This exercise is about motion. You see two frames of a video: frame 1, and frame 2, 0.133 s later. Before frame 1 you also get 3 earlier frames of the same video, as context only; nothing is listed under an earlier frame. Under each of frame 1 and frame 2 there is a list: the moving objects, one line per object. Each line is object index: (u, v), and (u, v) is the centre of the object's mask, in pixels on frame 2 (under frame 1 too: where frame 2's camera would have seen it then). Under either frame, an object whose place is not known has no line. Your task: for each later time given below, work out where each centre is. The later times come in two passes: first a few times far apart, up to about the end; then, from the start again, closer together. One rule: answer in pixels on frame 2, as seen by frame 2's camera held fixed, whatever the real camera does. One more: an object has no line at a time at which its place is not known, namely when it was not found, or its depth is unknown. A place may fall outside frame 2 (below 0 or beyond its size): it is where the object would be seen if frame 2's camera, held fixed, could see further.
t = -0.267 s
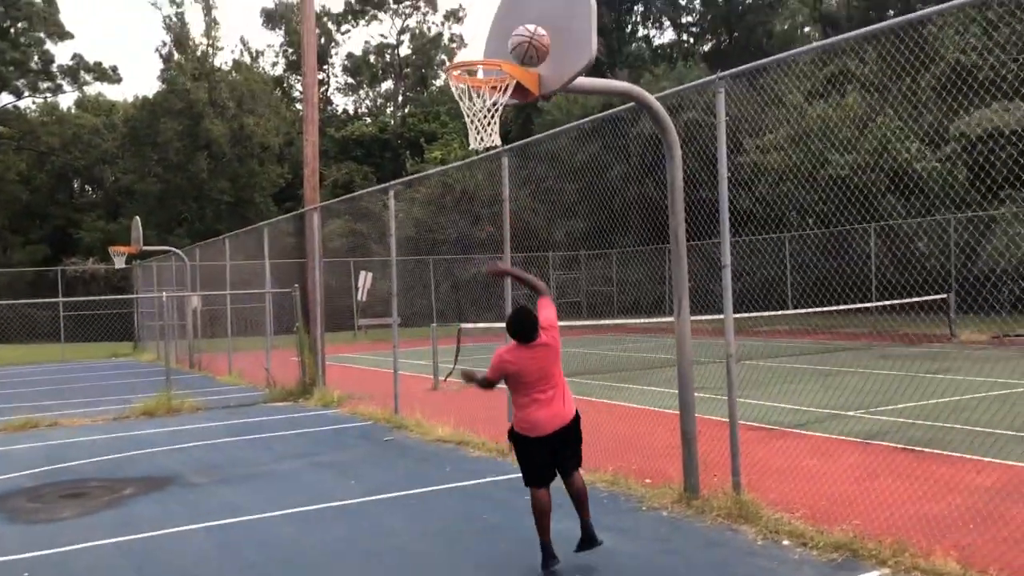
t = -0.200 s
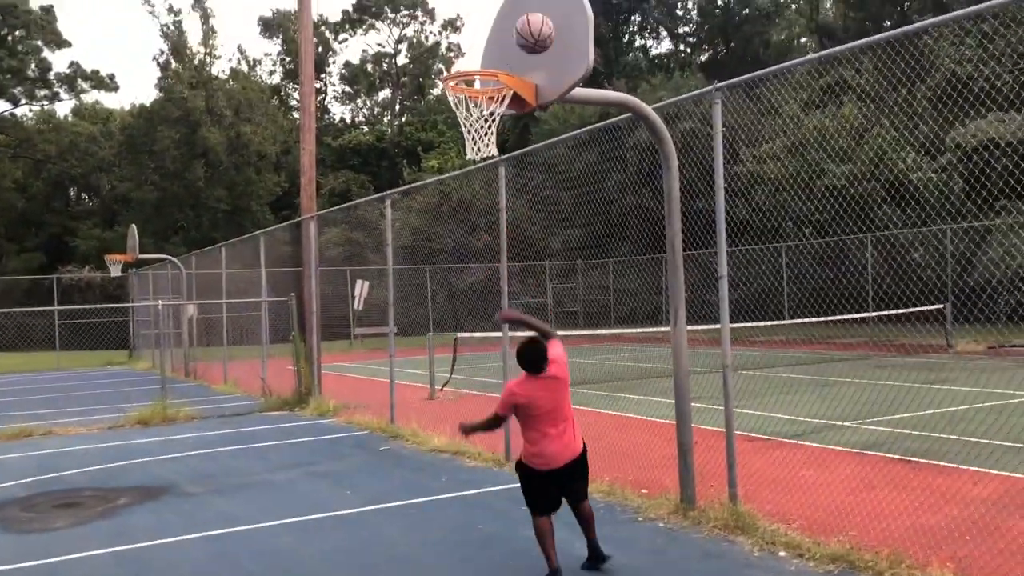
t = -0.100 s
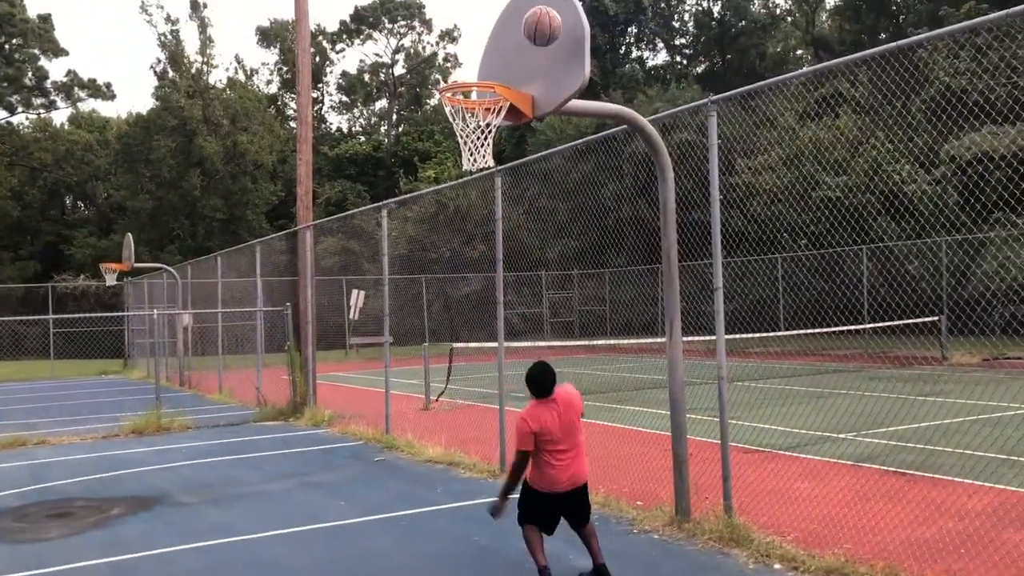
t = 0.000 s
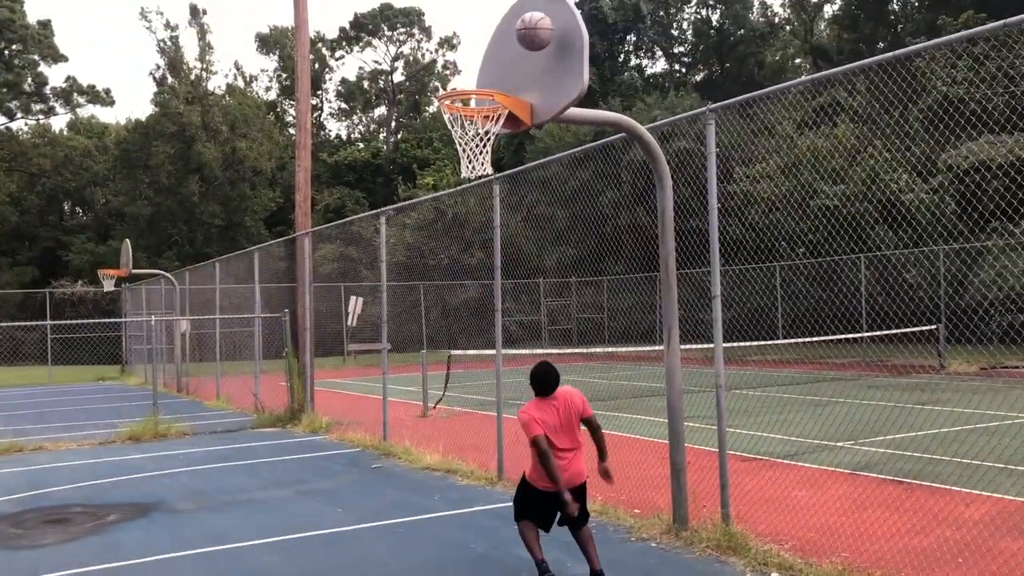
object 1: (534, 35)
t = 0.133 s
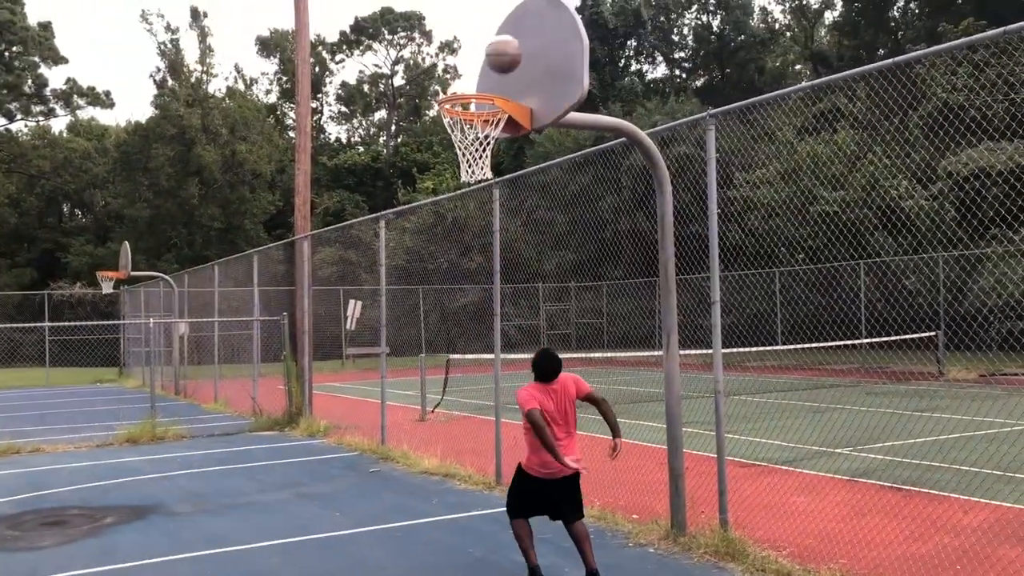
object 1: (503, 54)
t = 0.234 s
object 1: (483, 72)
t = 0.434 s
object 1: (465, 48)
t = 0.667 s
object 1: (444, 65)
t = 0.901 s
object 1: (414, 66)
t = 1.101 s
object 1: (390, 137)
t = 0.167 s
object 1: (495, 63)
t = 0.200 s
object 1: (488, 74)
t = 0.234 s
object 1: (483, 72)
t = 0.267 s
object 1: (480, 64)
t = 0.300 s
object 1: (477, 58)
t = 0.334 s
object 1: (473, 53)
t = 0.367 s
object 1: (470, 49)
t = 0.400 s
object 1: (468, 48)
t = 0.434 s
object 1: (465, 48)
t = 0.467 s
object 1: (462, 49)
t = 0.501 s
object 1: (460, 53)
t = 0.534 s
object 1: (457, 59)
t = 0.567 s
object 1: (455, 65)
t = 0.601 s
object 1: (452, 74)
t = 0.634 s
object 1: (448, 71)
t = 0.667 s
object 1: (444, 65)
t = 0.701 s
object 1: (441, 62)
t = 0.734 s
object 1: (435, 58)
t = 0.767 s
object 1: (431, 56)
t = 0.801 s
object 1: (427, 56)
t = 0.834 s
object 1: (422, 59)
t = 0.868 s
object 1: (418, 61)
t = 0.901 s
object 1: (414, 66)
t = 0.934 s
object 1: (410, 74)
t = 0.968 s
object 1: (406, 82)
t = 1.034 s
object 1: (398, 106)
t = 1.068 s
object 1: (394, 122)
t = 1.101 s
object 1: (390, 137)
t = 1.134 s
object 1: (385, 158)
